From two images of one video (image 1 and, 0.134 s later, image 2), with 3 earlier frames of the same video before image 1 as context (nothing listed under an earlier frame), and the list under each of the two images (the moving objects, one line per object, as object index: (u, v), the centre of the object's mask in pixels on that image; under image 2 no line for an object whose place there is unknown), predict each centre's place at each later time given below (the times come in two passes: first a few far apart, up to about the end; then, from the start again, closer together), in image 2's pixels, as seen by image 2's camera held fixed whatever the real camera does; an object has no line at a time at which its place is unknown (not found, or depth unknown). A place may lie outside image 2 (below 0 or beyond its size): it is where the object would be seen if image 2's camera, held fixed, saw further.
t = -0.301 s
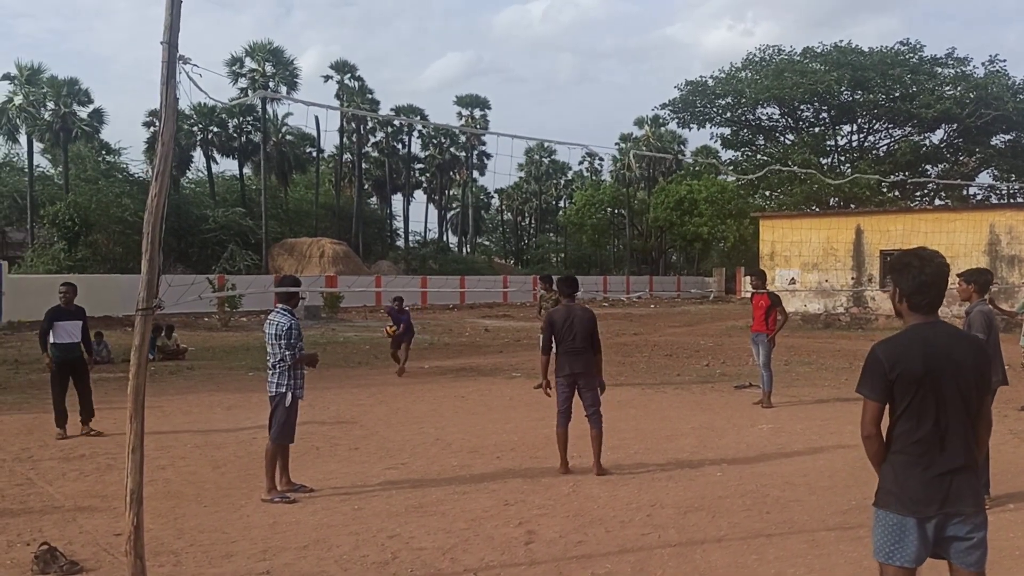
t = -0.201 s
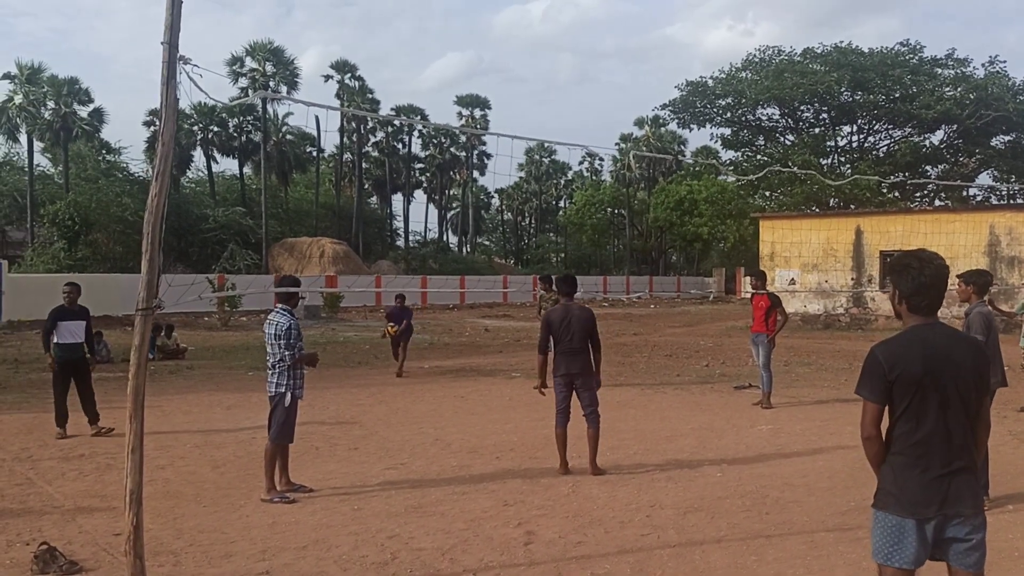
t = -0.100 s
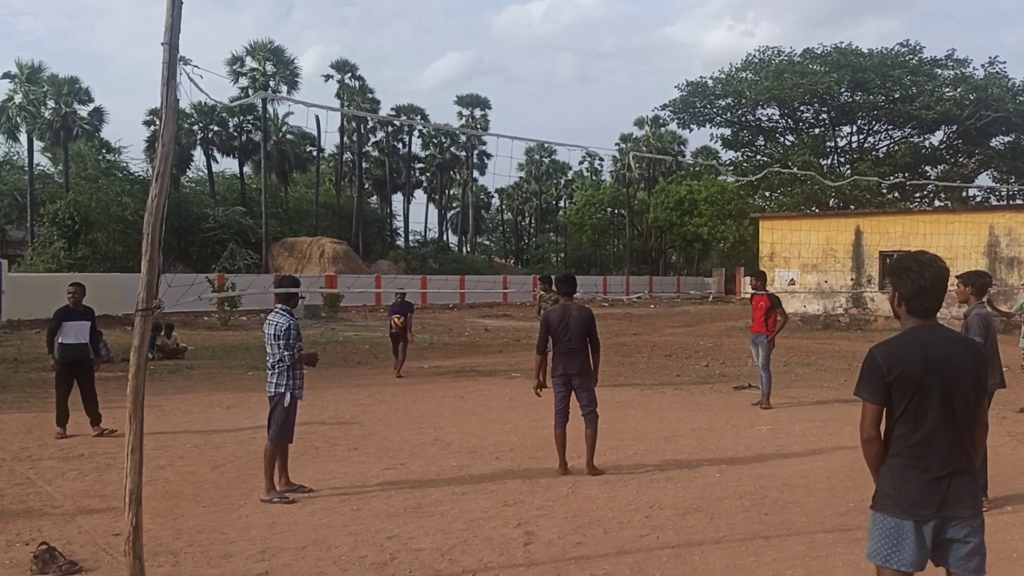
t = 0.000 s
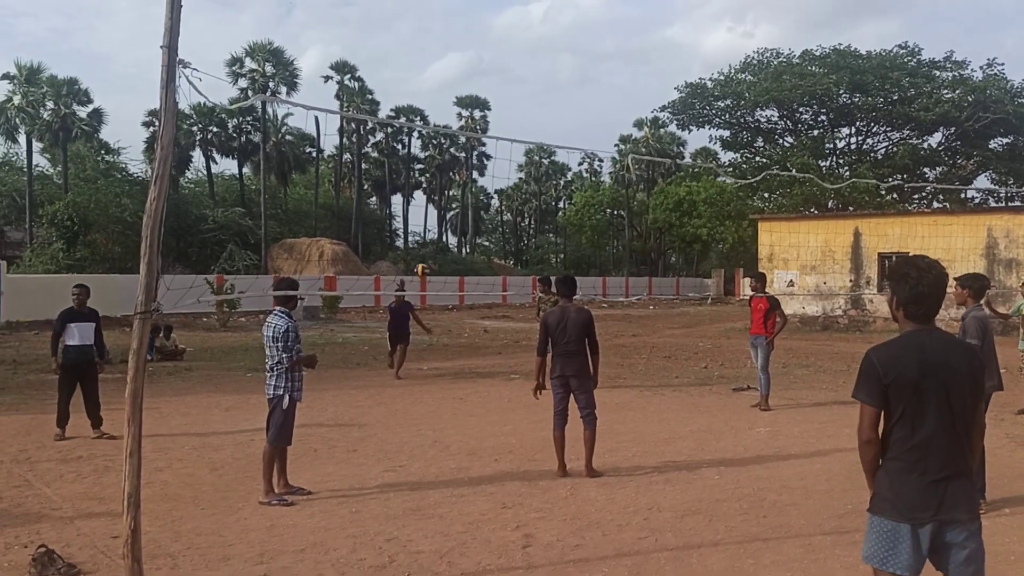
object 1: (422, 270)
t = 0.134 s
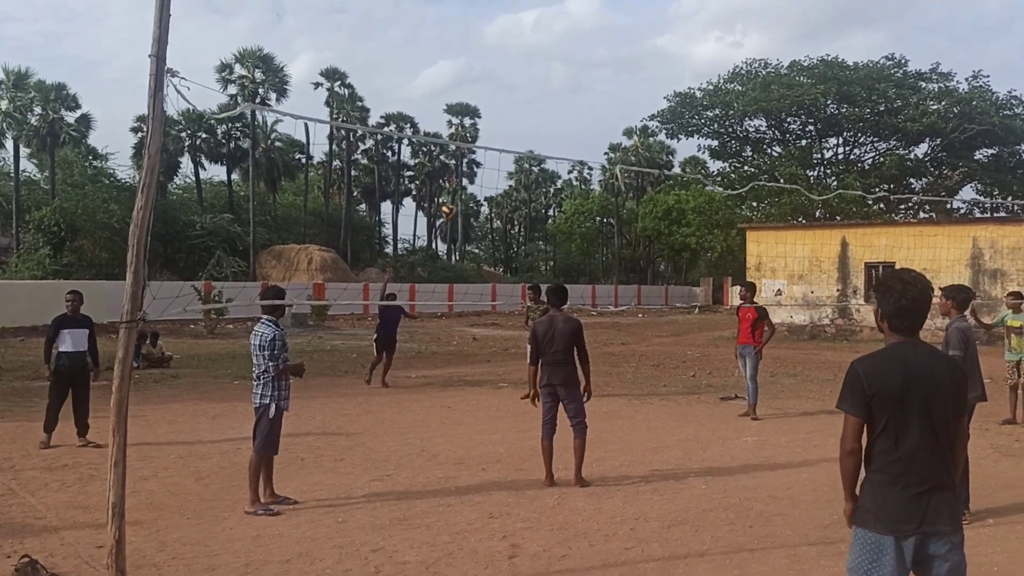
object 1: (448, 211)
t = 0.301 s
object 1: (503, 132)
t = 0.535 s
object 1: (596, 31)
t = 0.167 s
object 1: (458, 195)
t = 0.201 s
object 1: (470, 179)
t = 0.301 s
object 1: (503, 132)
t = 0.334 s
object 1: (515, 118)
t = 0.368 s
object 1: (528, 102)
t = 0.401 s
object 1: (540, 87)
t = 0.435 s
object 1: (554, 73)
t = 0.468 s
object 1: (568, 58)
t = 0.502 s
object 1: (581, 44)
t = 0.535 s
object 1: (596, 31)
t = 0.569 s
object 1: (611, 18)
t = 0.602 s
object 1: (626, 5)
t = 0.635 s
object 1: (642, -7)
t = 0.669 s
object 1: (658, -19)
